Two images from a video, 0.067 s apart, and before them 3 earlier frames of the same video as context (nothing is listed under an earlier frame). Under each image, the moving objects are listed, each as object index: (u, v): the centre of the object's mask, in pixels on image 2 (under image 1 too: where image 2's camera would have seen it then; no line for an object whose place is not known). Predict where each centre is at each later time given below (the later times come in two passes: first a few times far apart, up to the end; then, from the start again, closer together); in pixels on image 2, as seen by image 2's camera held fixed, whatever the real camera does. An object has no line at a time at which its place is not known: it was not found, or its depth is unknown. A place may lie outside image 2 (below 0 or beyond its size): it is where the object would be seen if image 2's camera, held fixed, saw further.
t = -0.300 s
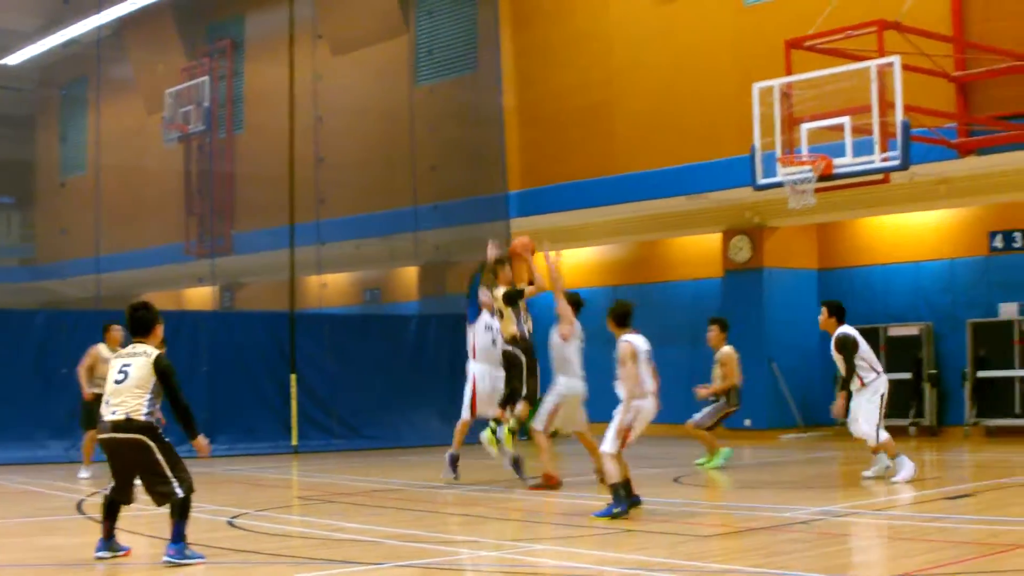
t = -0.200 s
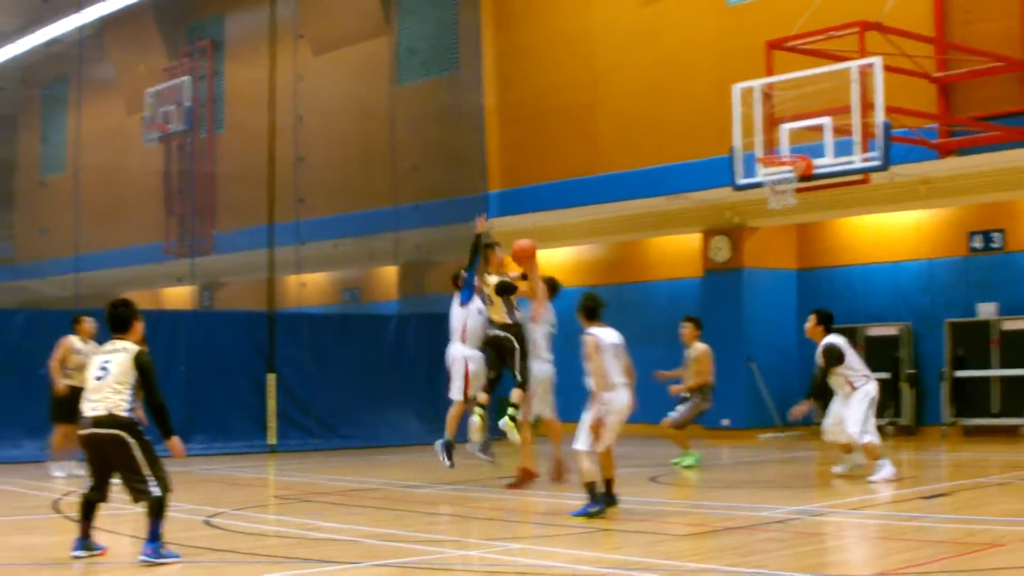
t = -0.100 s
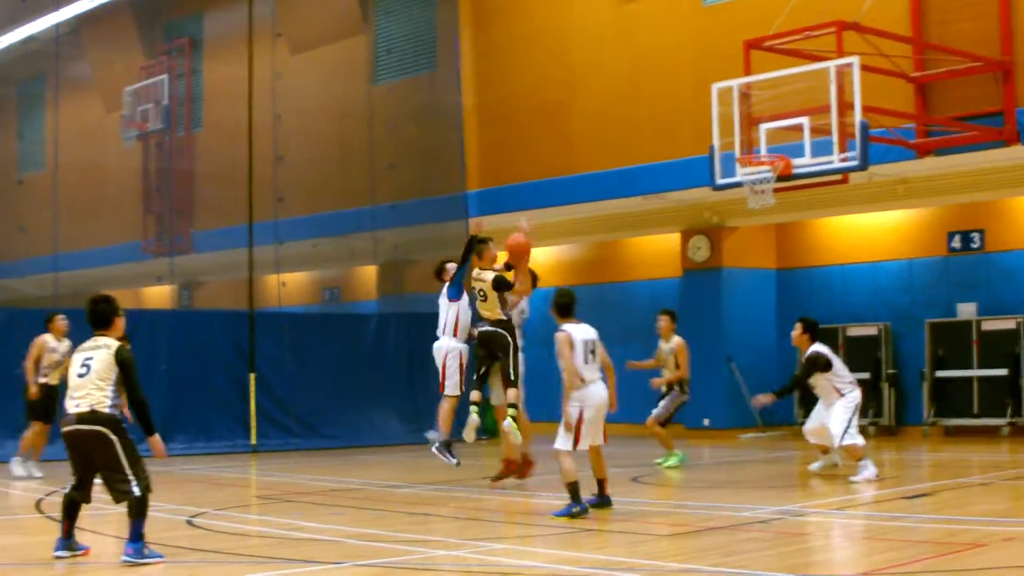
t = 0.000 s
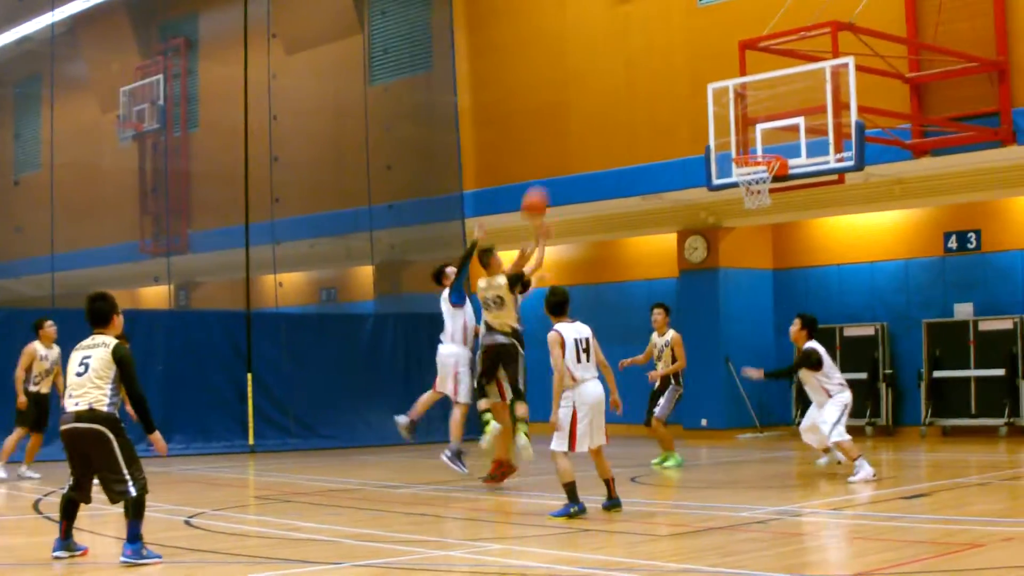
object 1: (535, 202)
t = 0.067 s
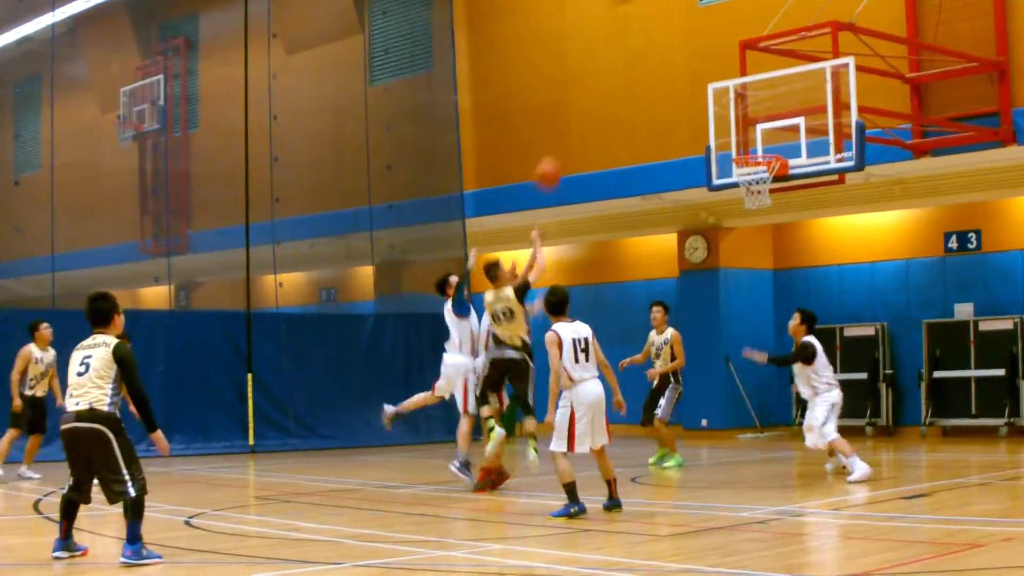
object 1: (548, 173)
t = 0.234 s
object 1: (577, 118)
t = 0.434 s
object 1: (615, 91)
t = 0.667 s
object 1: (659, 111)
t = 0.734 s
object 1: (672, 128)
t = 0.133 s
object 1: (560, 147)
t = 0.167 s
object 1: (566, 136)
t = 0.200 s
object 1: (572, 126)
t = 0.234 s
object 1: (577, 118)
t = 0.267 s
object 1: (584, 110)
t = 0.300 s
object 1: (591, 104)
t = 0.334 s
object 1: (596, 99)
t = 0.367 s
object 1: (602, 95)
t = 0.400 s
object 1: (608, 92)
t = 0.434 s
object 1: (615, 91)
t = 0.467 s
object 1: (621, 91)
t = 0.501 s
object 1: (627, 91)
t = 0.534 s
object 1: (634, 93)
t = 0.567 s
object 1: (640, 96)
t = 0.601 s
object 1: (646, 100)
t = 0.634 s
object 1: (653, 105)
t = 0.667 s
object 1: (659, 111)
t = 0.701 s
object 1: (665, 119)
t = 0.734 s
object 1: (672, 128)
